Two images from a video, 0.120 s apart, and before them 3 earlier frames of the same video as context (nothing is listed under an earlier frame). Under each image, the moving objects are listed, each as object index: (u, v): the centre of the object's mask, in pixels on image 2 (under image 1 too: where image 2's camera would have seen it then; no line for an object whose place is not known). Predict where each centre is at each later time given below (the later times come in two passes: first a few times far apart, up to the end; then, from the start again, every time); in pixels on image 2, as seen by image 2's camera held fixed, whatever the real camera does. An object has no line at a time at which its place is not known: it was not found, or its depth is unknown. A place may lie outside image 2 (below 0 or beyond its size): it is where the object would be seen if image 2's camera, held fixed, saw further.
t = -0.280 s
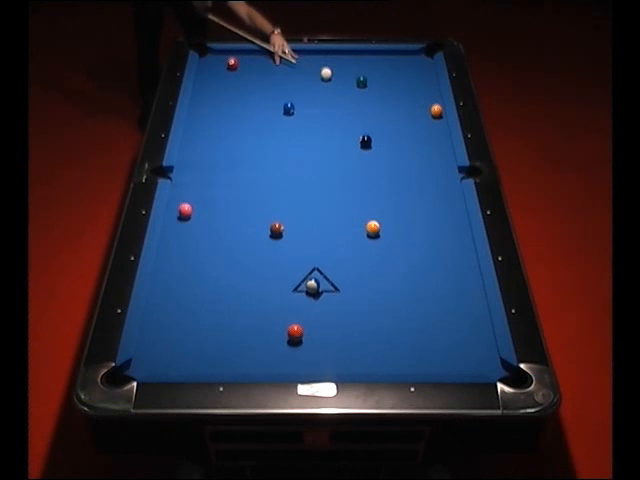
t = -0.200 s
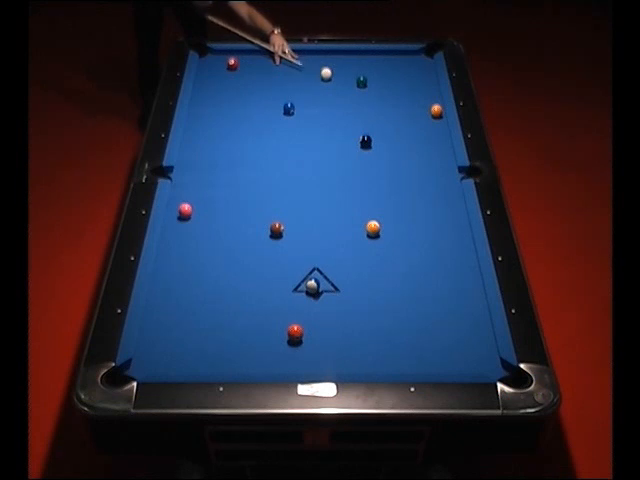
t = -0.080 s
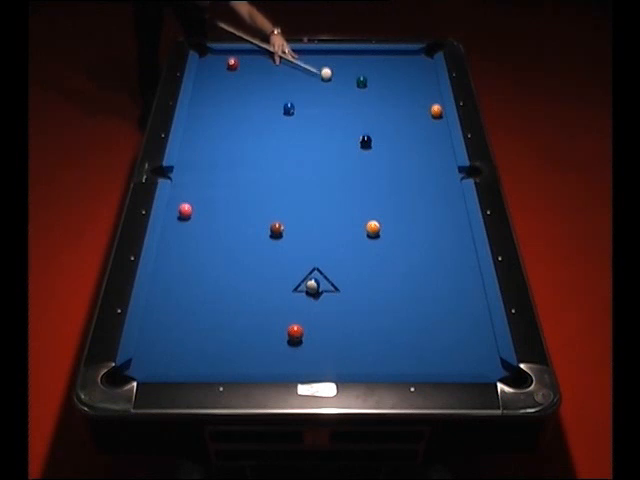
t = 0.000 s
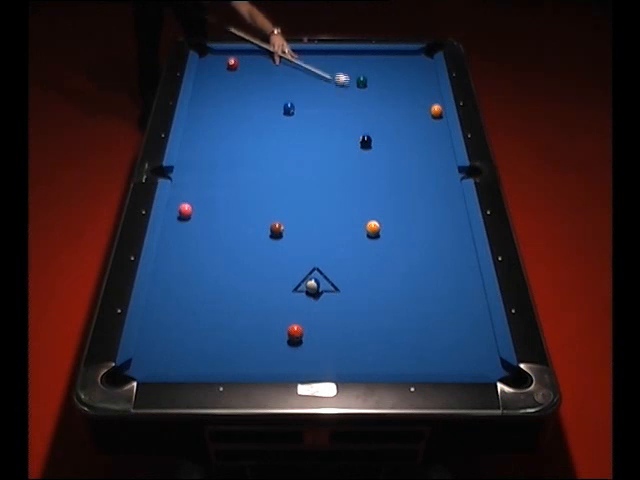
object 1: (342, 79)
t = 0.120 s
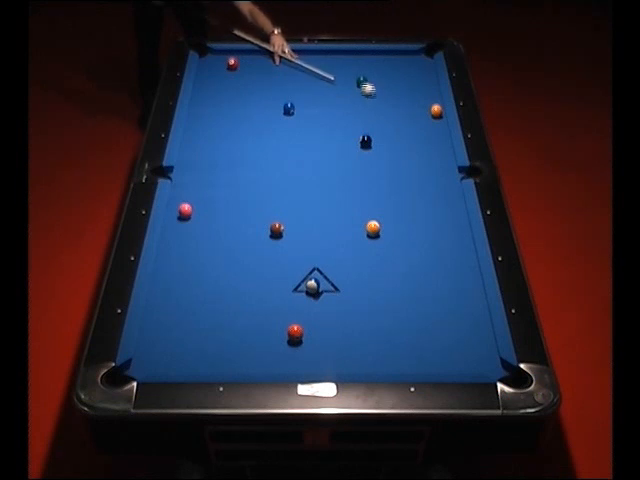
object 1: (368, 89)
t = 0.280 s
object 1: (397, 100)
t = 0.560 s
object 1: (430, 119)
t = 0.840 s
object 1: (443, 138)
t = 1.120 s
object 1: (438, 156)
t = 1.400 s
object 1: (433, 176)
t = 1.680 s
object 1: (427, 195)
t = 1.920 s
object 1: (423, 212)
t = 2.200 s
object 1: (417, 232)
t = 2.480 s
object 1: (411, 252)
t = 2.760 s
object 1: (406, 272)
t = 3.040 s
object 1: (400, 293)
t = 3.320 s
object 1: (395, 313)
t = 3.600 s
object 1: (390, 333)
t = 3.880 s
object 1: (384, 353)
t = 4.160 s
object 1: (378, 364)
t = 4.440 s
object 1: (370, 354)
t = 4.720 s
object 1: (363, 344)
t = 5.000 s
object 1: (357, 336)
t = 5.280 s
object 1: (352, 329)
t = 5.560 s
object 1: (348, 323)
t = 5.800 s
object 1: (345, 319)
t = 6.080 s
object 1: (343, 316)
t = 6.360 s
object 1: (341, 313)
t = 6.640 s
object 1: (340, 313)
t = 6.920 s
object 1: (340, 313)
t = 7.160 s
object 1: (340, 313)
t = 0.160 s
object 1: (376, 92)
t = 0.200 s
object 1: (383, 95)
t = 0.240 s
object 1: (390, 98)
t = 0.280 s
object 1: (397, 100)
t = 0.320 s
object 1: (403, 103)
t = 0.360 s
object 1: (409, 105)
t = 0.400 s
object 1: (416, 108)
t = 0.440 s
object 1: (423, 111)
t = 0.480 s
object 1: (425, 113)
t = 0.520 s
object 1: (427, 116)
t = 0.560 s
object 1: (430, 119)
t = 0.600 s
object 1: (432, 121)
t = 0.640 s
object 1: (435, 124)
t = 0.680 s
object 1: (438, 127)
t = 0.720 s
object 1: (440, 130)
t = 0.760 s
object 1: (443, 132)
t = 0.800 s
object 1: (444, 135)
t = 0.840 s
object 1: (443, 138)
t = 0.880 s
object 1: (442, 140)
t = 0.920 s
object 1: (441, 143)
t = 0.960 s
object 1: (441, 146)
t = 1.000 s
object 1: (440, 148)
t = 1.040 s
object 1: (439, 151)
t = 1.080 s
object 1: (438, 154)
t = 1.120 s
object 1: (438, 156)
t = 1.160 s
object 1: (437, 159)
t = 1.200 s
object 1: (436, 162)
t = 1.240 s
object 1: (436, 165)
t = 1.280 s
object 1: (435, 167)
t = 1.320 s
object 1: (434, 170)
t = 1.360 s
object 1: (433, 173)
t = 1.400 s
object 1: (433, 176)
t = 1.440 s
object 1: (432, 178)
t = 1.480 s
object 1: (431, 181)
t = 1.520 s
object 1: (430, 184)
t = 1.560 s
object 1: (429, 187)
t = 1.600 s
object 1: (429, 190)
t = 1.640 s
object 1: (428, 192)
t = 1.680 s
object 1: (427, 195)
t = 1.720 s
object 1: (426, 198)
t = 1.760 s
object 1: (425, 201)
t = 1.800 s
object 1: (425, 204)
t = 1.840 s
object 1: (424, 206)
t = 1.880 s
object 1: (423, 209)
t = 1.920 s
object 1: (423, 212)
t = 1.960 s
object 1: (422, 215)
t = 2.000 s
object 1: (421, 218)
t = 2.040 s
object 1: (420, 221)
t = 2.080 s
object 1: (419, 223)
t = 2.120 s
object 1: (419, 226)
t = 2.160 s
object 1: (418, 229)
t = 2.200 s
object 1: (417, 232)
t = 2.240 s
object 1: (416, 235)
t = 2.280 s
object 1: (415, 238)
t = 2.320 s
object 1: (414, 240)
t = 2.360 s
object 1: (414, 243)
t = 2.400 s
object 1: (413, 246)
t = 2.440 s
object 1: (412, 249)
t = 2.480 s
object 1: (411, 252)
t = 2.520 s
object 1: (411, 255)
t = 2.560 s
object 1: (410, 258)
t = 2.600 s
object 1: (409, 261)
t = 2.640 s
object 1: (408, 264)
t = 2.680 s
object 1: (407, 266)
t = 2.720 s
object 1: (406, 269)
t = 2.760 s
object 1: (406, 272)
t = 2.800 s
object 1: (405, 275)
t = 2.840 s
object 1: (404, 278)
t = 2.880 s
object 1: (403, 281)
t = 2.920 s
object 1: (402, 284)
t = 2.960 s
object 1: (402, 287)
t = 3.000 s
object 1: (401, 290)
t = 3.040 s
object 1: (400, 293)
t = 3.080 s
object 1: (399, 296)
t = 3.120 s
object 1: (399, 298)
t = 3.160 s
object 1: (397, 302)
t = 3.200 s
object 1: (397, 304)
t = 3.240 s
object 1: (396, 307)
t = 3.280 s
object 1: (395, 310)
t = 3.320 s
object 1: (395, 313)
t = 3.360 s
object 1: (394, 315)
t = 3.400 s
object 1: (393, 318)
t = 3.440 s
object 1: (392, 321)
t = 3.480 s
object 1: (392, 324)
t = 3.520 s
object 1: (391, 327)
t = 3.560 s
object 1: (391, 330)
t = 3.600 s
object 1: (390, 333)
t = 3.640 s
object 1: (389, 336)
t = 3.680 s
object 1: (388, 339)
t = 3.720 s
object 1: (387, 342)
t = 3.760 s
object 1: (387, 344)
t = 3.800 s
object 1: (386, 347)
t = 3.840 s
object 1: (385, 350)
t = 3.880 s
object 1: (384, 353)
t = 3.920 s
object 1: (384, 356)
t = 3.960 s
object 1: (383, 358)
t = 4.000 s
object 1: (382, 360)
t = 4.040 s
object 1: (381, 362)
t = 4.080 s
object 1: (381, 364)
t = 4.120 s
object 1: (380, 365)
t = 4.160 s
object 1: (378, 364)
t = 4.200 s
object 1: (377, 362)
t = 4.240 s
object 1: (376, 361)
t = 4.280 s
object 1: (375, 360)
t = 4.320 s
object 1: (374, 358)
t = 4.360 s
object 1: (372, 357)
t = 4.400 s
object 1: (371, 355)
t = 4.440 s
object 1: (370, 354)
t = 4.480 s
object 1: (369, 352)
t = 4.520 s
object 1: (368, 351)
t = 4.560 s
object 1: (367, 349)
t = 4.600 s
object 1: (366, 348)
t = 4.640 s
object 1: (365, 347)
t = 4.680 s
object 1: (364, 345)
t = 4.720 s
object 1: (363, 344)
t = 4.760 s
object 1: (362, 343)
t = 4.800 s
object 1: (361, 342)
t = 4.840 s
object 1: (360, 341)
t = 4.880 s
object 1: (360, 339)
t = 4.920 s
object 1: (359, 338)
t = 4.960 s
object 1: (358, 337)
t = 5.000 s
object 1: (357, 336)
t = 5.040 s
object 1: (356, 335)
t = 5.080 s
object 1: (355, 334)
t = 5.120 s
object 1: (355, 333)
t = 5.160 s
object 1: (354, 332)
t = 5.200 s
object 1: (353, 331)
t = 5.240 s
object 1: (352, 330)
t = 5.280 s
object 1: (352, 329)
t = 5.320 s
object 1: (351, 328)
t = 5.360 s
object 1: (351, 327)
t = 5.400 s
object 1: (350, 326)
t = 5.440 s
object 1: (349, 326)
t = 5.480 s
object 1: (349, 325)
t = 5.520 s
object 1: (348, 324)
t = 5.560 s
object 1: (348, 323)
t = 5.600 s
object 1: (347, 322)
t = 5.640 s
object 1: (347, 322)
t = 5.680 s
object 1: (346, 321)
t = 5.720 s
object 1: (346, 320)
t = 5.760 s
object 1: (346, 320)
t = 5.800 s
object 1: (345, 319)
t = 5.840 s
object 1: (344, 319)
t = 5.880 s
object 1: (344, 318)
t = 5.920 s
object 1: (344, 317)
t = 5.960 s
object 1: (343, 317)
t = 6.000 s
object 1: (343, 317)
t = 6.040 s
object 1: (343, 316)
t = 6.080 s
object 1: (343, 316)
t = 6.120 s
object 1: (343, 315)
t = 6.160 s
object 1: (342, 315)
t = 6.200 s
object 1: (342, 314)
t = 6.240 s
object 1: (342, 314)
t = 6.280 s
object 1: (342, 314)
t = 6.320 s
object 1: (341, 314)
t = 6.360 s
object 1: (341, 313)
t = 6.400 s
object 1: (341, 313)
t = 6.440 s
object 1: (341, 313)
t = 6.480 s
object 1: (341, 313)
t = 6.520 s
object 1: (340, 313)
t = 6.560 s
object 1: (340, 313)
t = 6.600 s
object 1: (340, 313)
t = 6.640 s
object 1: (340, 313)
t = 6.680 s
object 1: (340, 313)
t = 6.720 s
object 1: (340, 313)
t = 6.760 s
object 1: (340, 313)
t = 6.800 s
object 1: (340, 313)
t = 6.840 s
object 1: (340, 313)
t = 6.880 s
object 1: (340, 313)
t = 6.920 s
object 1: (340, 313)
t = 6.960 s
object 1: (340, 313)
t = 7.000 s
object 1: (340, 313)
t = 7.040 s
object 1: (340, 313)
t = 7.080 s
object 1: (340, 313)
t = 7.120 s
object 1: (340, 313)
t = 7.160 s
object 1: (340, 313)
